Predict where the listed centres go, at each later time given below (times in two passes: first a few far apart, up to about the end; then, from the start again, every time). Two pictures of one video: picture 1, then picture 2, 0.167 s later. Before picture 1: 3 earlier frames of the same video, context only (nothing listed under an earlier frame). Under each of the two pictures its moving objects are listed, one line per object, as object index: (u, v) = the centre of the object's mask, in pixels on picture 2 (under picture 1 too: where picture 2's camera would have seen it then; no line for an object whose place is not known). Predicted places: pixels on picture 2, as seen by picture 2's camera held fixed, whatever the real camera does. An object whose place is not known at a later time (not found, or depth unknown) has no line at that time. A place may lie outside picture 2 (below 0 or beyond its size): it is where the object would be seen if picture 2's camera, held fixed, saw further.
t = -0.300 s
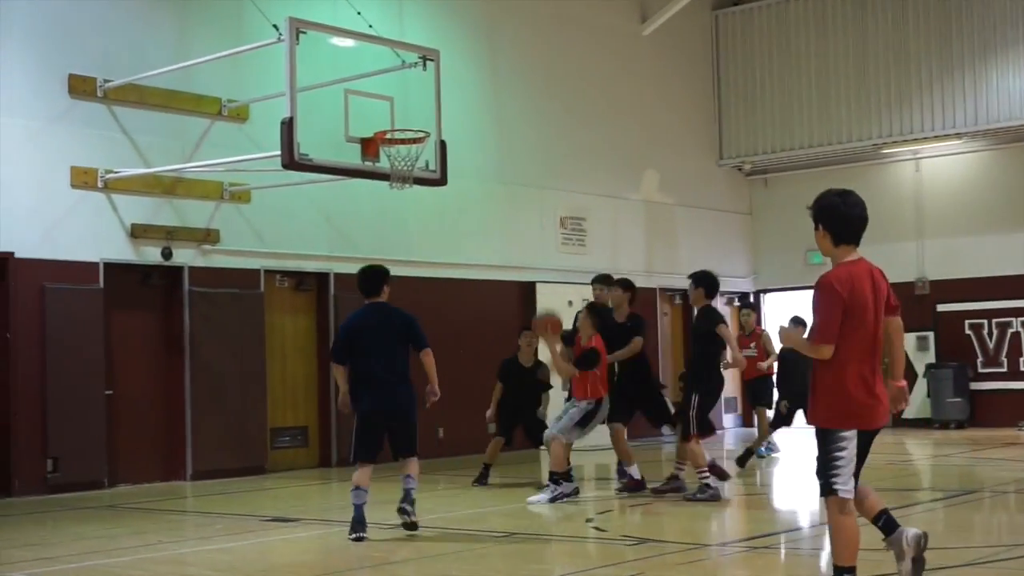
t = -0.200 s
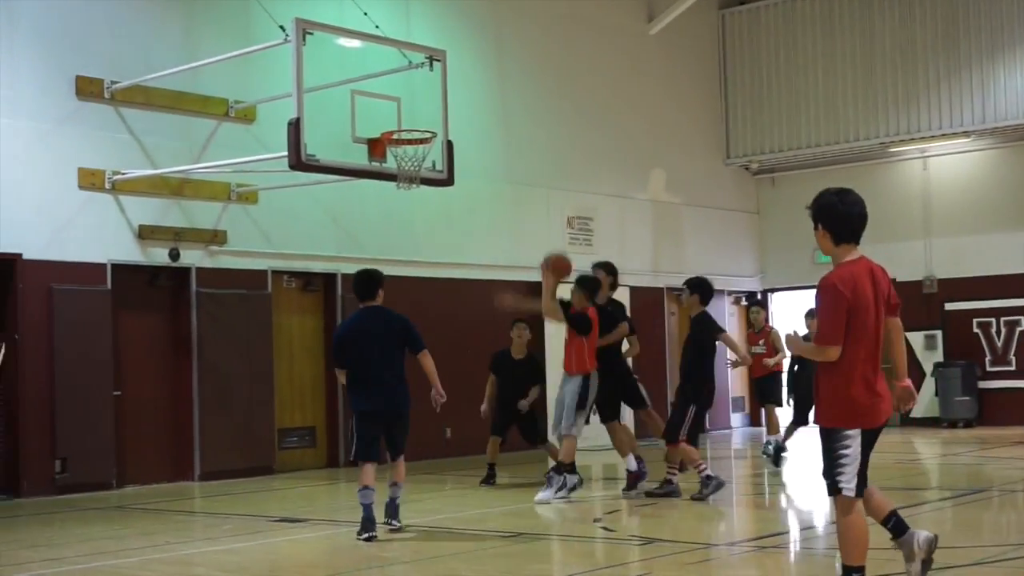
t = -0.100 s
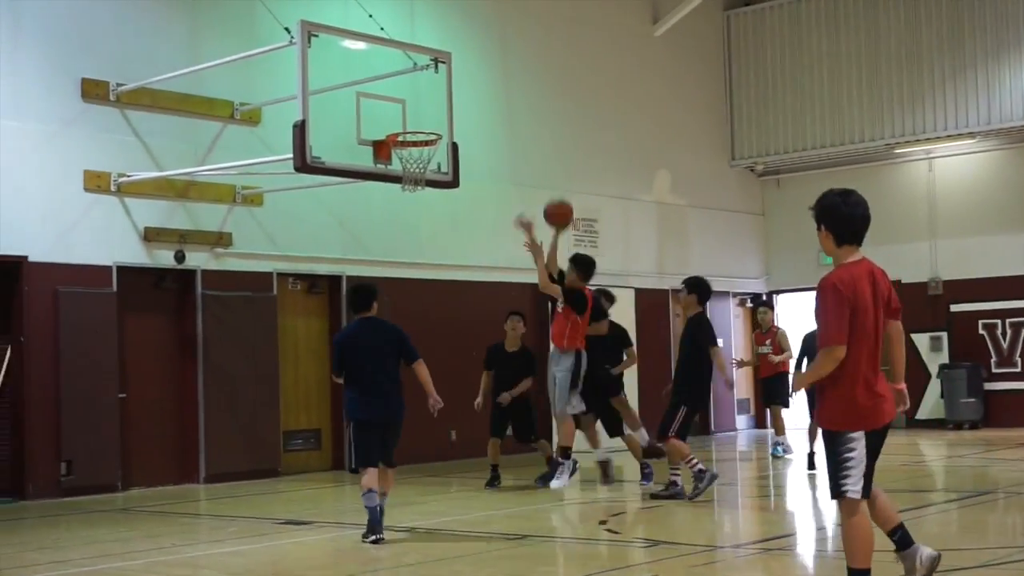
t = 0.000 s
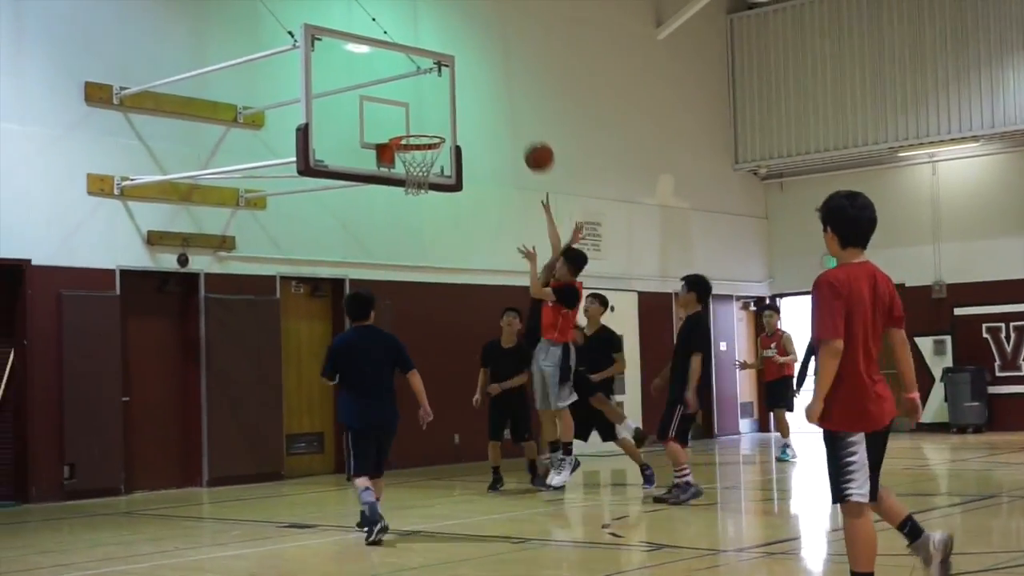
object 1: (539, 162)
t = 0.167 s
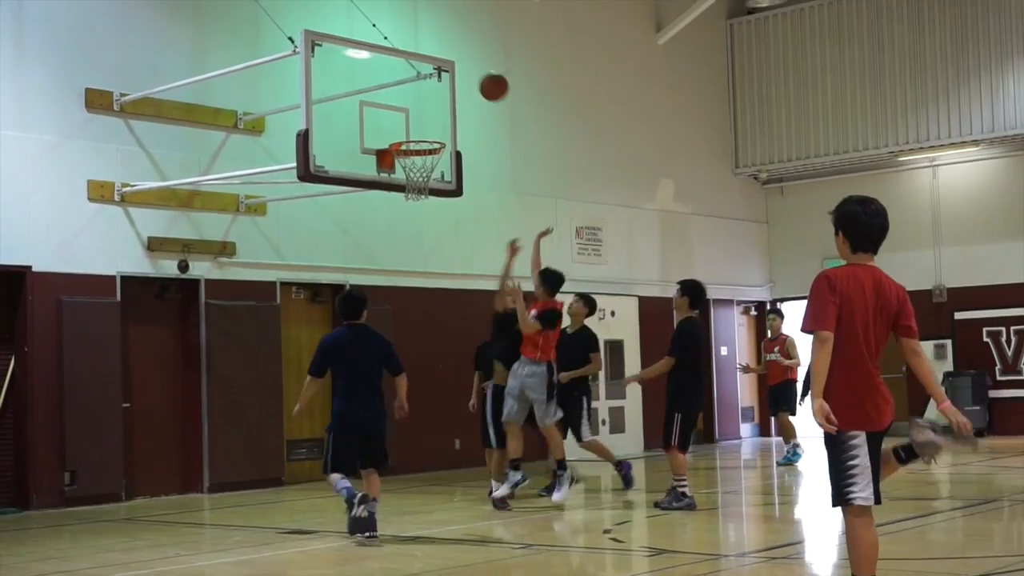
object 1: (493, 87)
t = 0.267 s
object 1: (468, 58)
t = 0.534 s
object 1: (404, 40)
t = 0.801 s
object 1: (408, 86)
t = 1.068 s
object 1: (458, 122)
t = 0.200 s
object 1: (485, 76)
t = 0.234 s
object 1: (476, 66)
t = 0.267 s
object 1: (468, 58)
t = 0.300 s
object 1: (459, 51)
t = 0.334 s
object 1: (451, 46)
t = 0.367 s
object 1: (443, 42)
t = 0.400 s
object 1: (435, 39)
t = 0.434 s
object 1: (427, 37)
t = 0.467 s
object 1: (419, 37)
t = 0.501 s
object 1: (412, 38)
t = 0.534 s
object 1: (404, 40)
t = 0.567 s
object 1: (397, 43)
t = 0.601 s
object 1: (389, 48)
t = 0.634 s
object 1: (382, 53)
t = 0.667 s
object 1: (386, 57)
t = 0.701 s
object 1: (392, 63)
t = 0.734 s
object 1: (397, 69)
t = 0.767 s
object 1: (403, 77)
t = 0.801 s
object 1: (408, 86)
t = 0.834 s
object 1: (413, 96)
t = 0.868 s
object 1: (419, 108)
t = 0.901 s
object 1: (425, 121)
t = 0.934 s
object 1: (431, 127)
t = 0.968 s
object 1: (438, 125)
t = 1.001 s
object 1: (444, 122)
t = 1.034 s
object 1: (451, 122)
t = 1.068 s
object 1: (458, 122)
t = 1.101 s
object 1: (465, 125)
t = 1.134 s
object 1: (471, 128)
